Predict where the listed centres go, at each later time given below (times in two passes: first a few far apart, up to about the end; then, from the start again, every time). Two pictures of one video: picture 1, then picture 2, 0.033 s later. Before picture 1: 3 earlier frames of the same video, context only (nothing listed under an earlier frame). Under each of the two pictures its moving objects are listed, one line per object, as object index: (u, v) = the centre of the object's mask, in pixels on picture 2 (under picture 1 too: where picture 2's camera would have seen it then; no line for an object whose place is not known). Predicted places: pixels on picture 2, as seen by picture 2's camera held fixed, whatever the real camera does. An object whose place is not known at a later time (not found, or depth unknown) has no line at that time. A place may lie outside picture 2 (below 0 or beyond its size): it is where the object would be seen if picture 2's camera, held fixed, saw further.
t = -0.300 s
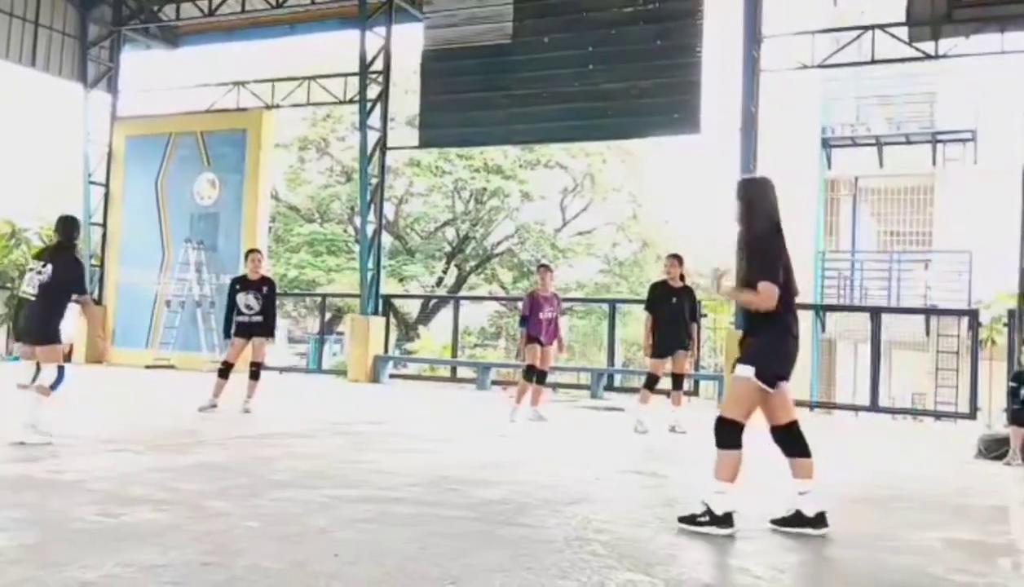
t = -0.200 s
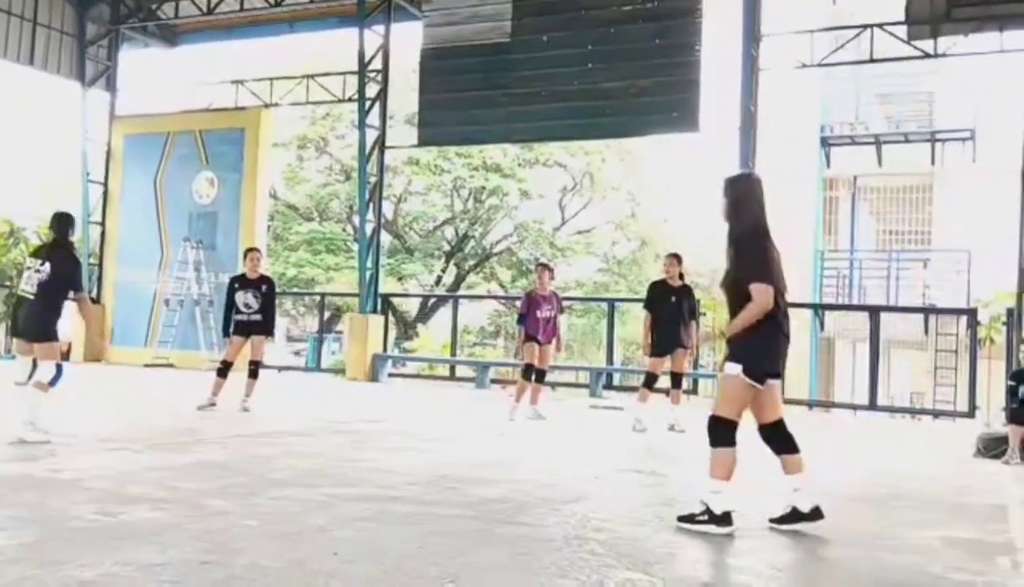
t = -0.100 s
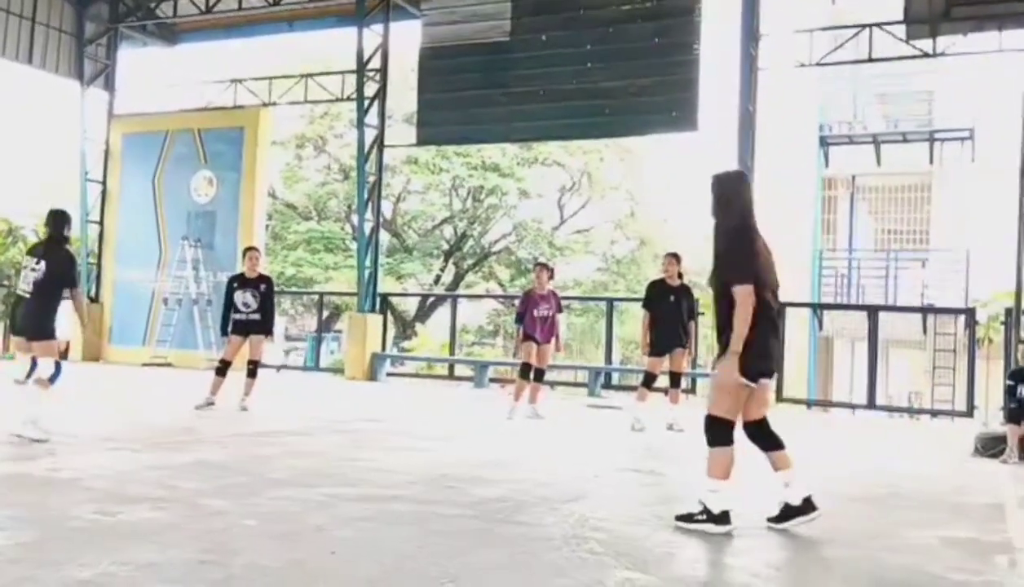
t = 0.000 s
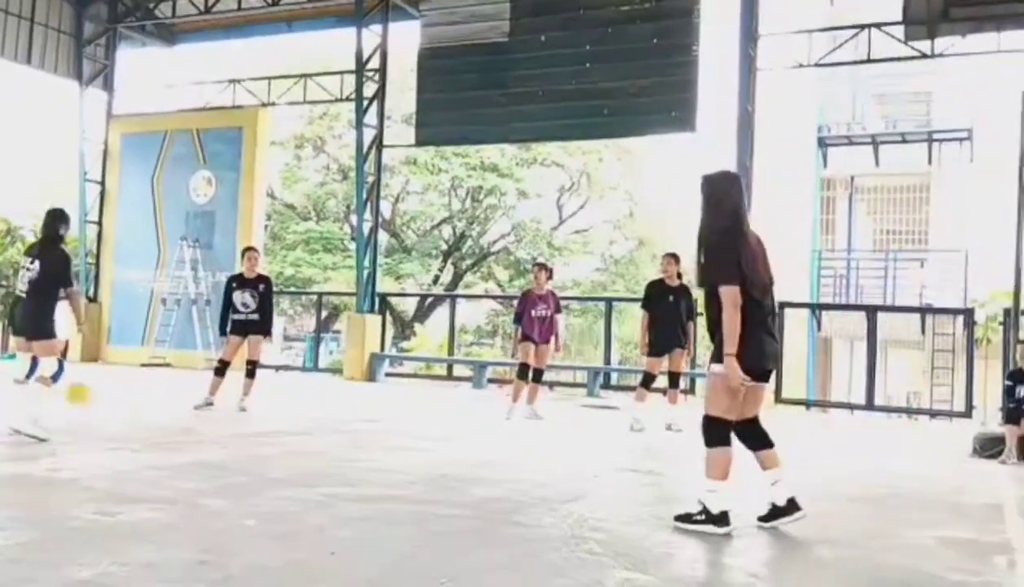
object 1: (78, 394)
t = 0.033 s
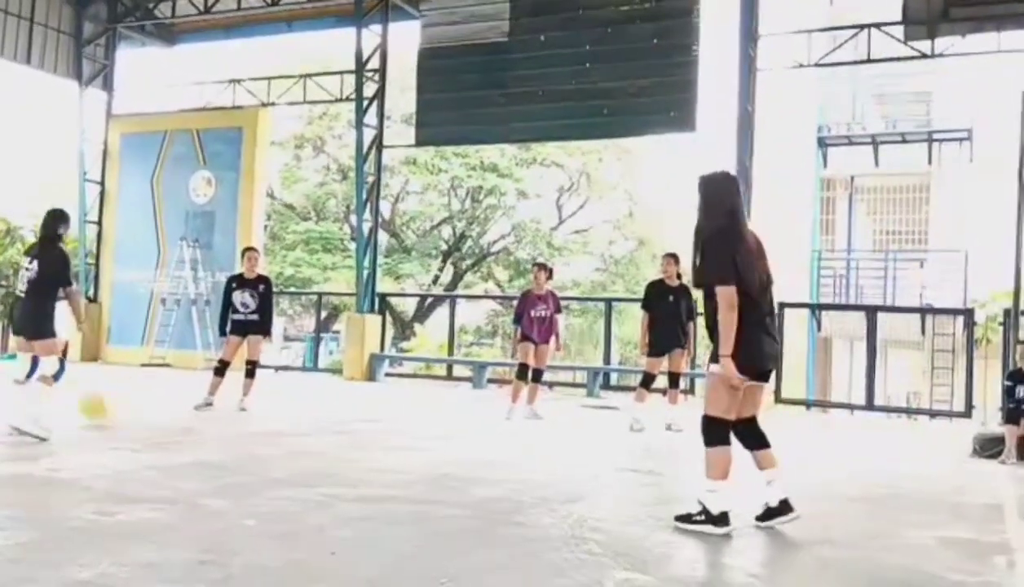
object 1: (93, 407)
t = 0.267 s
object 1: (200, 369)
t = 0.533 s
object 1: (334, 411)
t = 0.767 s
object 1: (468, 417)
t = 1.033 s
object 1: (648, 471)
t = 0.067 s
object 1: (110, 410)
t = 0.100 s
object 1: (125, 400)
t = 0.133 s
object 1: (138, 392)
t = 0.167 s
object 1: (154, 384)
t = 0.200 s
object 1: (169, 378)
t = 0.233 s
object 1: (184, 372)
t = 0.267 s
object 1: (200, 369)
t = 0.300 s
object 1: (219, 366)
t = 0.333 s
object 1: (231, 367)
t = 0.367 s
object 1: (247, 369)
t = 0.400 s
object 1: (265, 375)
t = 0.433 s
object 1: (284, 381)
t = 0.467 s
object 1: (300, 389)
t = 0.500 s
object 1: (317, 399)
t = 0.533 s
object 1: (334, 411)
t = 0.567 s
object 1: (352, 426)
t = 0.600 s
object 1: (371, 441)
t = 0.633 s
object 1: (389, 439)
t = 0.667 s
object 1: (409, 430)
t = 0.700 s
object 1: (428, 425)
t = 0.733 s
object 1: (448, 420)
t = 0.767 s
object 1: (468, 417)
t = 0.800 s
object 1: (489, 415)
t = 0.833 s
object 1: (510, 418)
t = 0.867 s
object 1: (533, 420)
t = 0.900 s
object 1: (554, 425)
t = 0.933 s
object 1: (577, 433)
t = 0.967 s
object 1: (601, 443)
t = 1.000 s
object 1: (626, 456)
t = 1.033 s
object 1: (648, 471)
